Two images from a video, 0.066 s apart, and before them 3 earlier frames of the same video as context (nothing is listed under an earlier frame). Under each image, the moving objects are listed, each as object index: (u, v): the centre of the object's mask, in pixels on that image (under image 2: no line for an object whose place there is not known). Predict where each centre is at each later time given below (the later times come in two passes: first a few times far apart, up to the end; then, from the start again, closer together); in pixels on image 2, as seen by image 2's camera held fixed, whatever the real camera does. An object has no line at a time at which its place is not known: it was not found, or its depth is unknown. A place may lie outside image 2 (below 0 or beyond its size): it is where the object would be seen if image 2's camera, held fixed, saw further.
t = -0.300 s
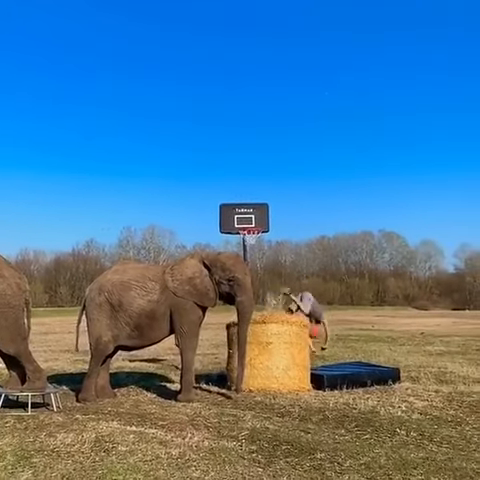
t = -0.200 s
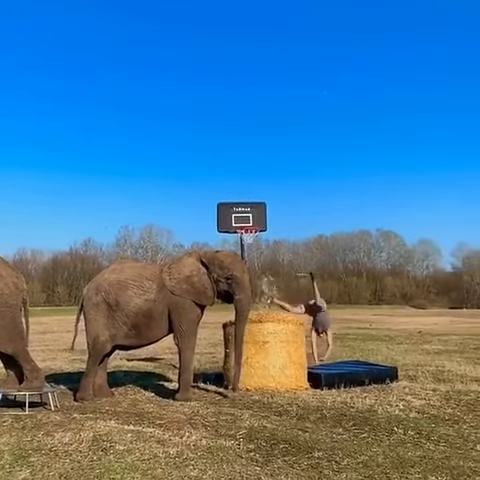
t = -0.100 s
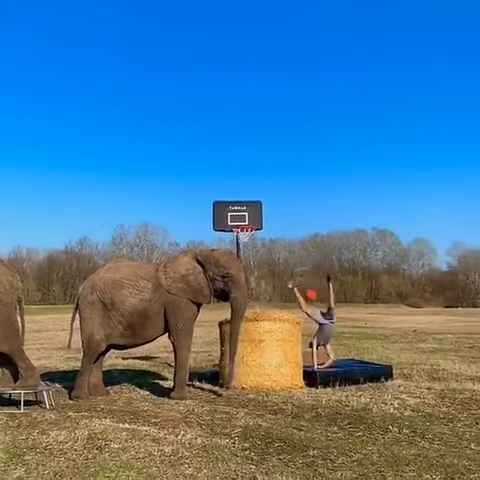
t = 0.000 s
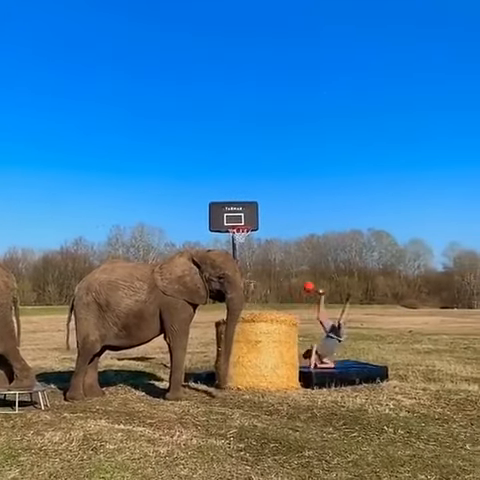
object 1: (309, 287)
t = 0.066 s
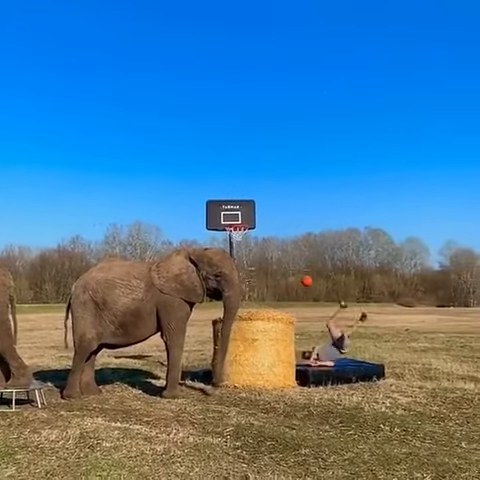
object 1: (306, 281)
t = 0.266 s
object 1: (311, 282)
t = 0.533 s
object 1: (317, 311)
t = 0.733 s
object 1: (323, 352)
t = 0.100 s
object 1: (307, 280)
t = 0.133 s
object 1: (308, 279)
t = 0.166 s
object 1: (309, 279)
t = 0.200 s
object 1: (309, 279)
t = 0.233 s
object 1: (310, 280)
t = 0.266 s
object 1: (311, 282)
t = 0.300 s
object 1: (312, 284)
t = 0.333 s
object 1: (313, 287)
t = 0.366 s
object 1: (314, 288)
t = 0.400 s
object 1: (315, 294)
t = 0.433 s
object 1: (315, 296)
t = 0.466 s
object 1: (316, 300)
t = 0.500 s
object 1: (316, 305)
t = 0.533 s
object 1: (317, 311)
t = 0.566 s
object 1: (318, 316)
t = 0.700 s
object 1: (322, 345)
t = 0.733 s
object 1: (323, 352)
